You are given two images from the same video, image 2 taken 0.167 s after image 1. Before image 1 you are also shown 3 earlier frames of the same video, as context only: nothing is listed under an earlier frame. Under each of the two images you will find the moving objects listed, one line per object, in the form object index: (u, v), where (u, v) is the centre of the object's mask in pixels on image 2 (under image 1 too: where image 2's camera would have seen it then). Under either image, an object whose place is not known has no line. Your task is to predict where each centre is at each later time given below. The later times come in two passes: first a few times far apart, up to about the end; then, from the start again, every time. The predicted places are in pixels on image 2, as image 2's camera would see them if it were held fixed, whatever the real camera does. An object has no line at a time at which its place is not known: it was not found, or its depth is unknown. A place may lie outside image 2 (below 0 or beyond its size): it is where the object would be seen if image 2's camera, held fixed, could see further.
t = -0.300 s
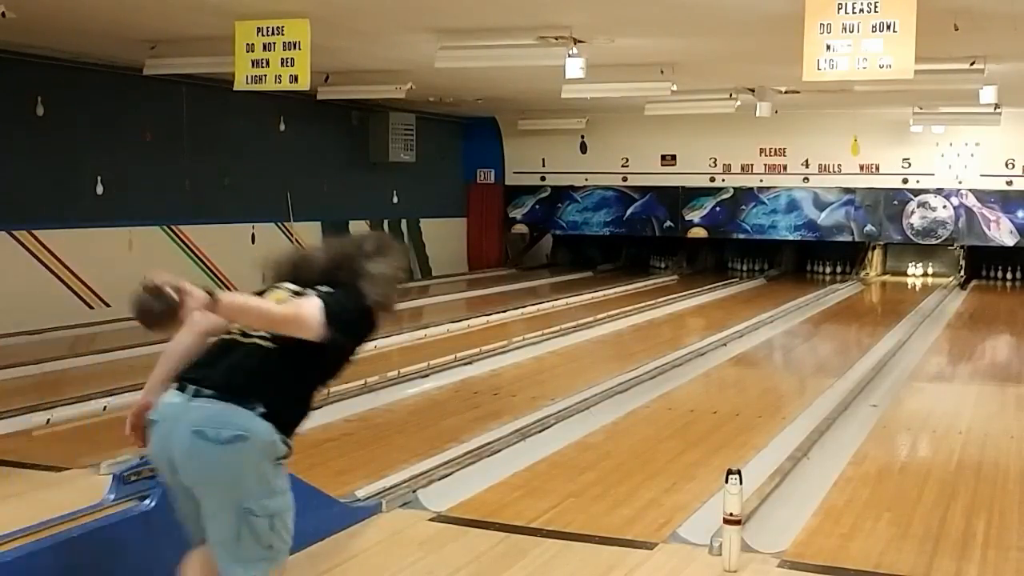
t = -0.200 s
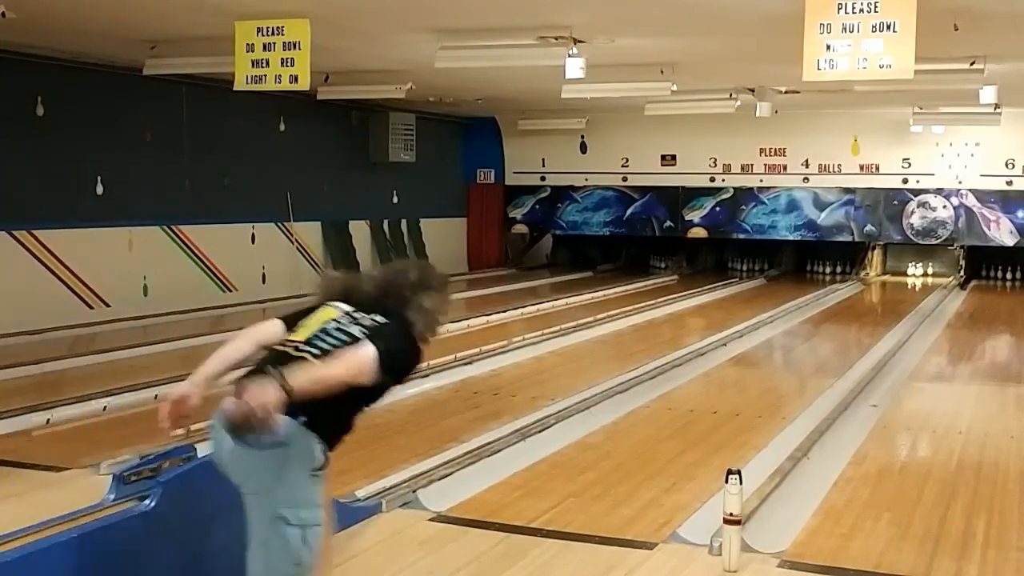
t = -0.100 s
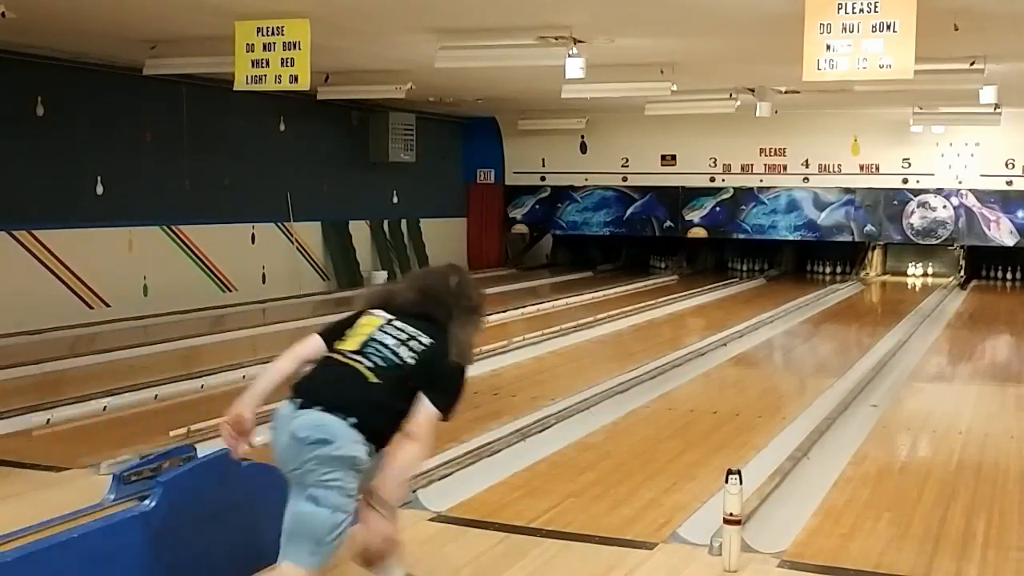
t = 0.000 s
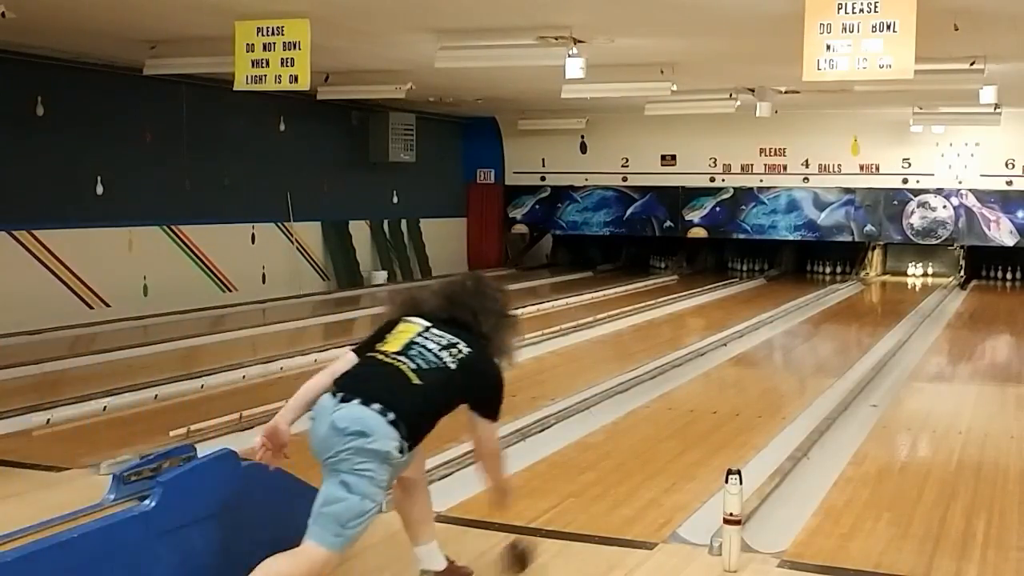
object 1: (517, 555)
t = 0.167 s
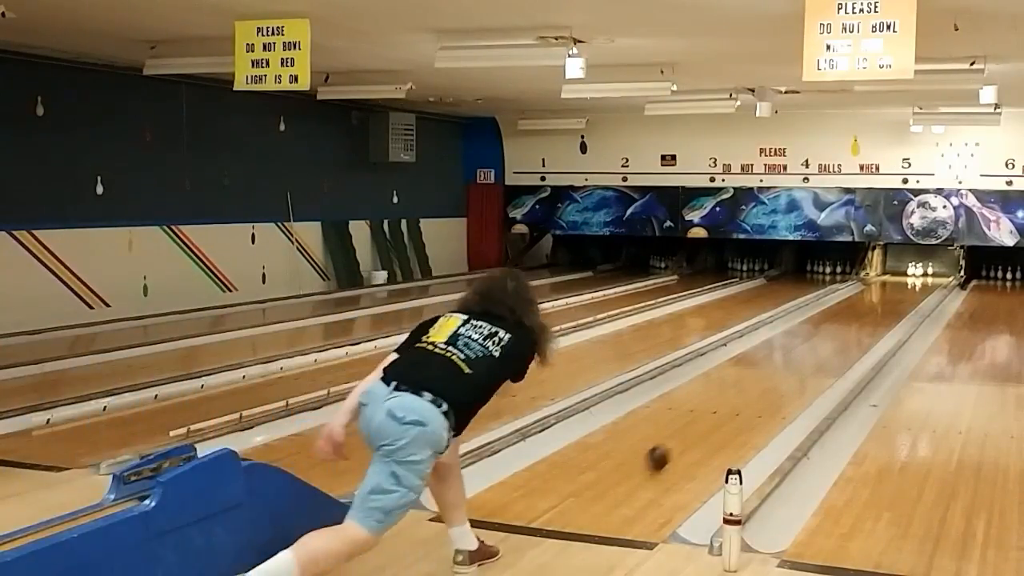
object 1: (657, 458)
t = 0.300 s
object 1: (723, 412)
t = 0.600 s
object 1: (807, 353)
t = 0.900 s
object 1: (853, 322)
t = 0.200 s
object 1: (678, 445)
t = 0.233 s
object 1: (694, 433)
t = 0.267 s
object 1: (710, 422)
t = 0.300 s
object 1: (723, 412)
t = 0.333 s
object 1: (736, 404)
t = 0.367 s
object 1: (747, 395)
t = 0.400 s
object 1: (758, 388)
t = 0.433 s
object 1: (768, 381)
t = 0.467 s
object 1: (777, 375)
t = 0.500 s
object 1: (785, 369)
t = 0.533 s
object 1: (793, 363)
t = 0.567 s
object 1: (800, 358)
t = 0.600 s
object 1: (807, 353)
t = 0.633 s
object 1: (813, 349)
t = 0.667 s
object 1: (819, 344)
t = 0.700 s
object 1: (825, 340)
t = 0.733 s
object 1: (830, 337)
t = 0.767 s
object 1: (835, 333)
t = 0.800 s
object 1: (840, 330)
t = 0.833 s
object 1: (844, 327)
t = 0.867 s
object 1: (848, 325)
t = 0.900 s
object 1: (853, 322)
